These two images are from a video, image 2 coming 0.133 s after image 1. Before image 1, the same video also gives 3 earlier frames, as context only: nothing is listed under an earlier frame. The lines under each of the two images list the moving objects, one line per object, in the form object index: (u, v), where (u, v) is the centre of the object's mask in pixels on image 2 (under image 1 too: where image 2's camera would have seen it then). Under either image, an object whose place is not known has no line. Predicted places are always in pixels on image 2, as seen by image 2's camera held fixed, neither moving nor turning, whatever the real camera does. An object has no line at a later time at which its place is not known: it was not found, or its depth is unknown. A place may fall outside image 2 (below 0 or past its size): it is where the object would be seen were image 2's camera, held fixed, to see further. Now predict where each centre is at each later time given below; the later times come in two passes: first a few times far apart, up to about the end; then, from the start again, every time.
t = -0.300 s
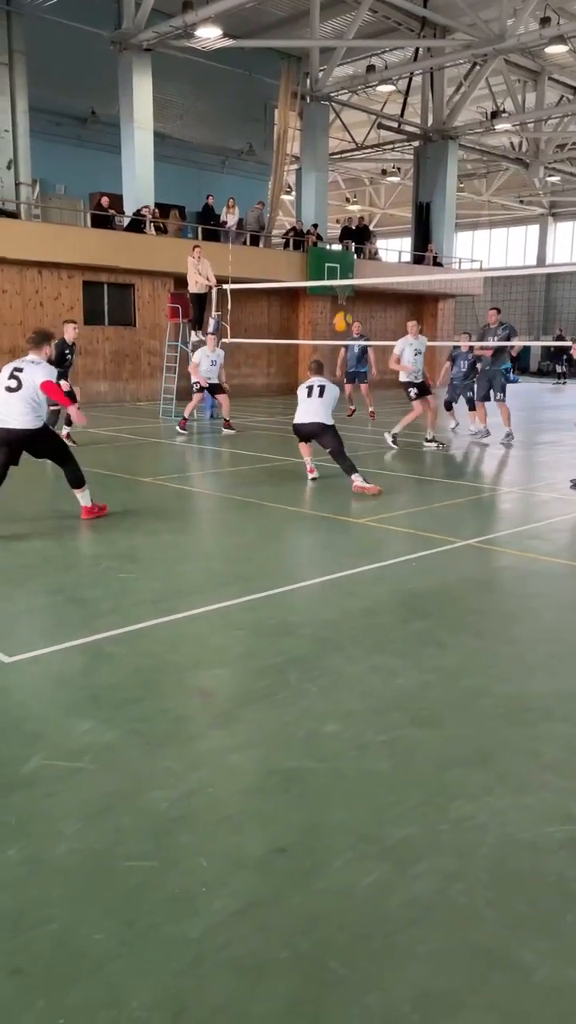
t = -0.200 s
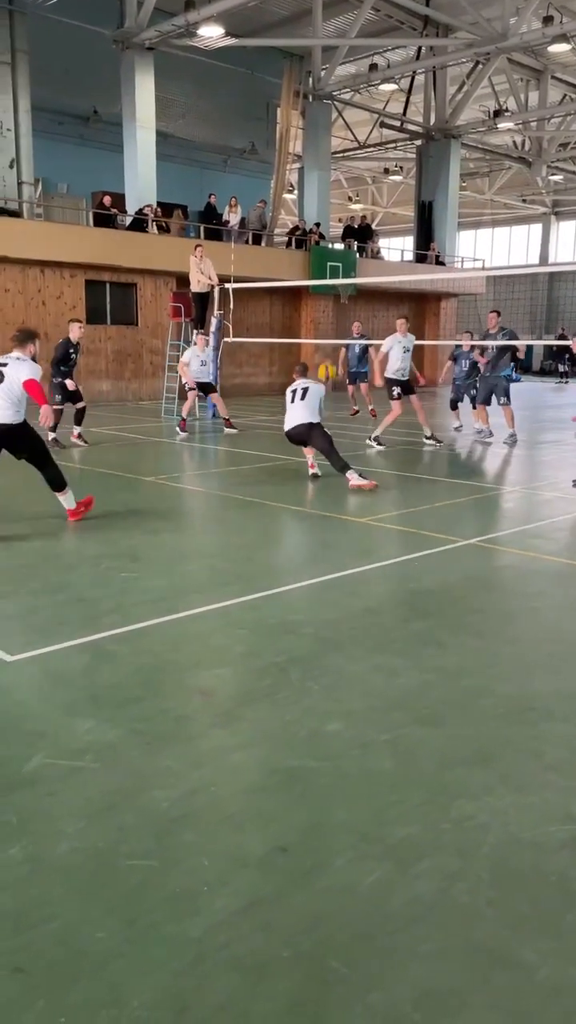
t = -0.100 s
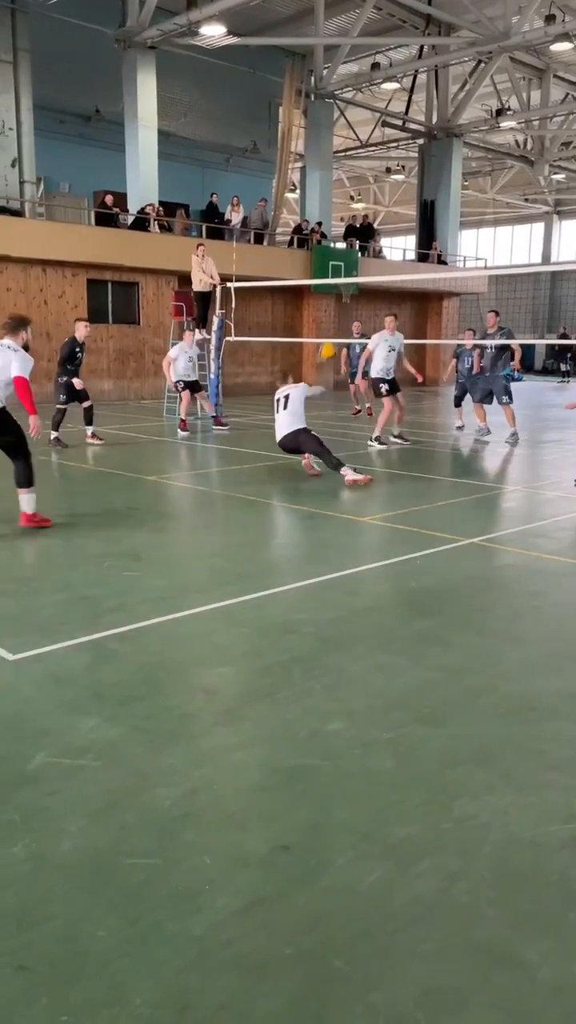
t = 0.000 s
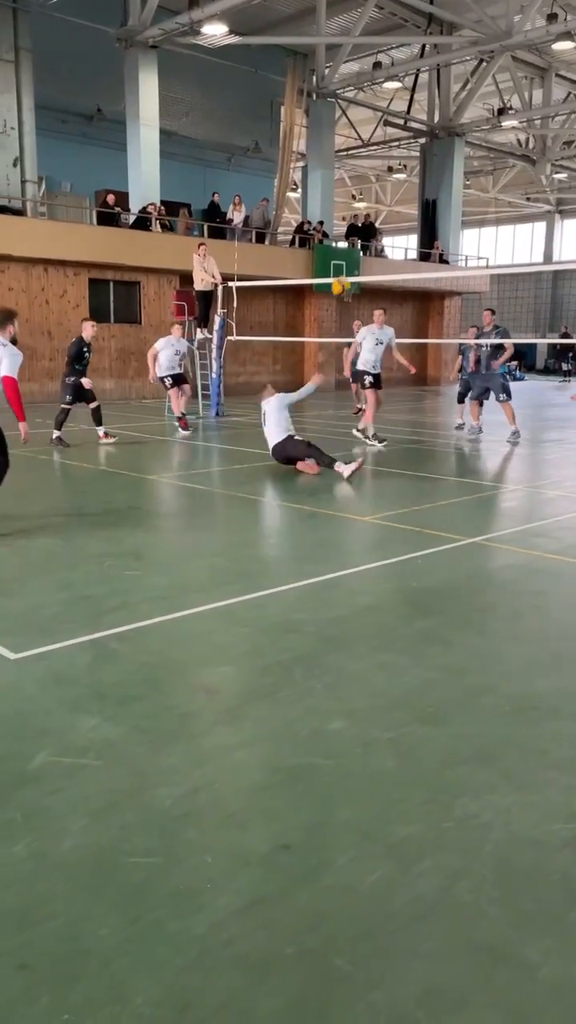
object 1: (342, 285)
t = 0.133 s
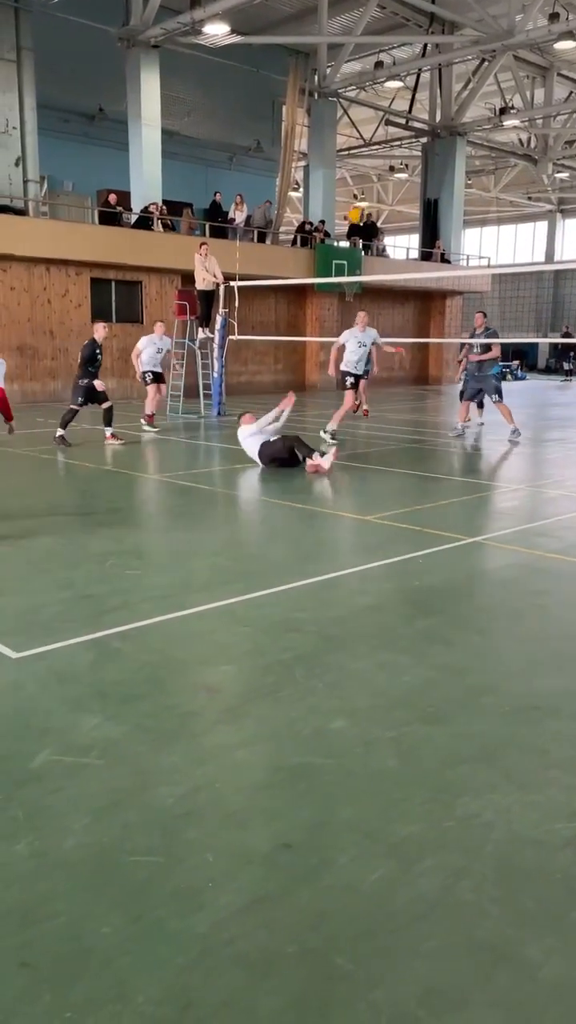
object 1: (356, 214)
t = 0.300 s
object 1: (373, 146)
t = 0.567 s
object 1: (396, 95)
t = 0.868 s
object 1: (419, 112)
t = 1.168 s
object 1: (436, 202)
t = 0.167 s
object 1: (360, 198)
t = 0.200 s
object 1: (364, 183)
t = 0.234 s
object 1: (366, 172)
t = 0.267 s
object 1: (370, 157)
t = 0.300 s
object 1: (373, 146)
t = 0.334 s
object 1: (377, 137)
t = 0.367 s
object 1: (379, 129)
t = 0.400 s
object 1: (382, 120)
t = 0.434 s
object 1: (385, 113)
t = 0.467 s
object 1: (388, 107)
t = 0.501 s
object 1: (391, 101)
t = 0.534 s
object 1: (394, 98)
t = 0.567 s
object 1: (396, 95)
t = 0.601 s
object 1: (399, 93)
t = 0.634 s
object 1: (401, 92)
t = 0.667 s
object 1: (405, 94)
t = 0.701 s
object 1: (407, 93)
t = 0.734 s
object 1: (409, 95)
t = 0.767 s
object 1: (411, 98)
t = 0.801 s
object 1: (414, 102)
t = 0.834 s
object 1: (417, 107)
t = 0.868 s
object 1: (419, 112)
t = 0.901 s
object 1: (420, 118)
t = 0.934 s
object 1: (423, 126)
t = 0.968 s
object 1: (425, 135)
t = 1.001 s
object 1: (427, 143)
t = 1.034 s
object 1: (429, 154)
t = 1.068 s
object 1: (431, 164)
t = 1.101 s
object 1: (433, 176)
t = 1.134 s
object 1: (434, 188)
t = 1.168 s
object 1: (436, 202)
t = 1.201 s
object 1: (437, 215)
